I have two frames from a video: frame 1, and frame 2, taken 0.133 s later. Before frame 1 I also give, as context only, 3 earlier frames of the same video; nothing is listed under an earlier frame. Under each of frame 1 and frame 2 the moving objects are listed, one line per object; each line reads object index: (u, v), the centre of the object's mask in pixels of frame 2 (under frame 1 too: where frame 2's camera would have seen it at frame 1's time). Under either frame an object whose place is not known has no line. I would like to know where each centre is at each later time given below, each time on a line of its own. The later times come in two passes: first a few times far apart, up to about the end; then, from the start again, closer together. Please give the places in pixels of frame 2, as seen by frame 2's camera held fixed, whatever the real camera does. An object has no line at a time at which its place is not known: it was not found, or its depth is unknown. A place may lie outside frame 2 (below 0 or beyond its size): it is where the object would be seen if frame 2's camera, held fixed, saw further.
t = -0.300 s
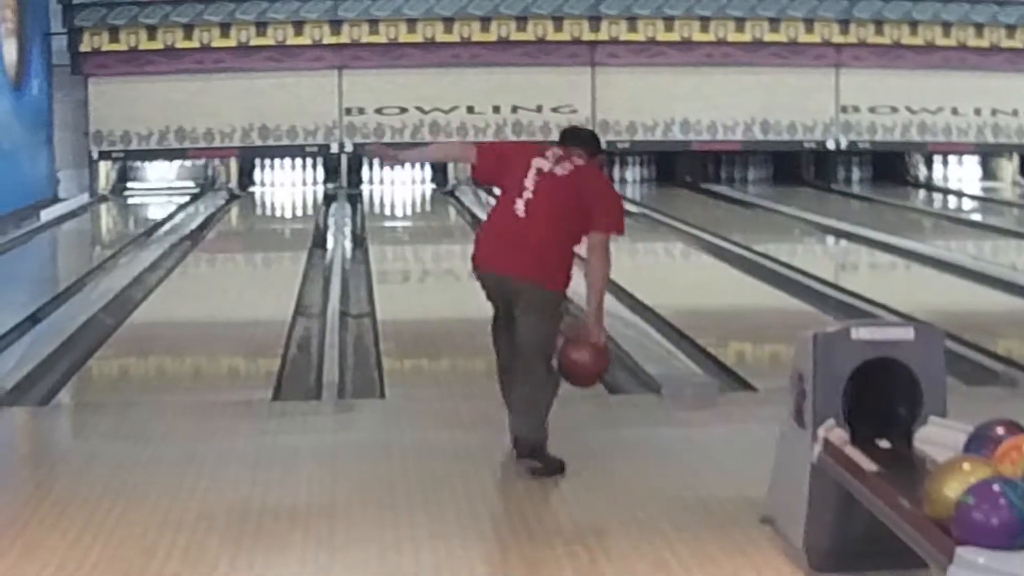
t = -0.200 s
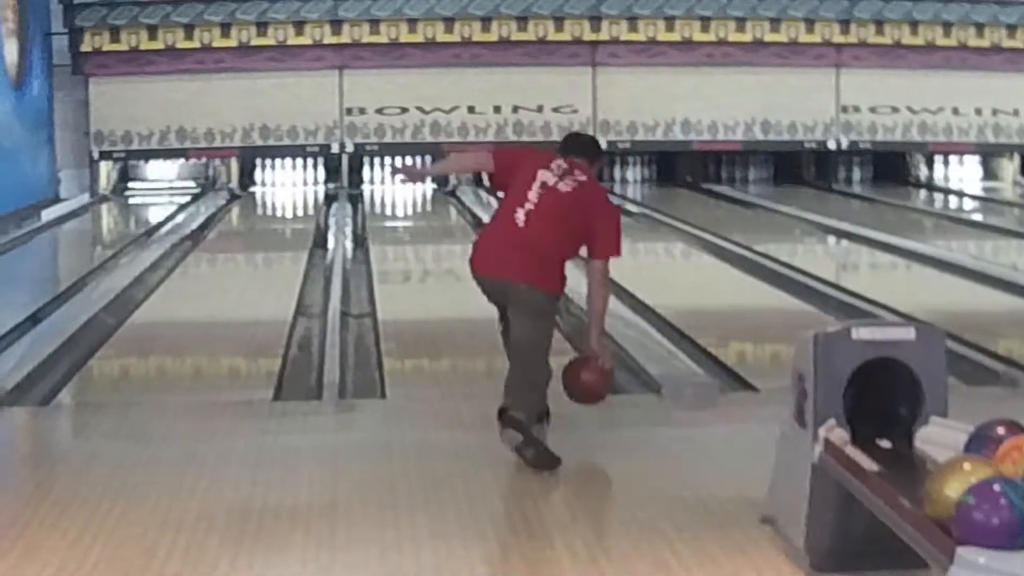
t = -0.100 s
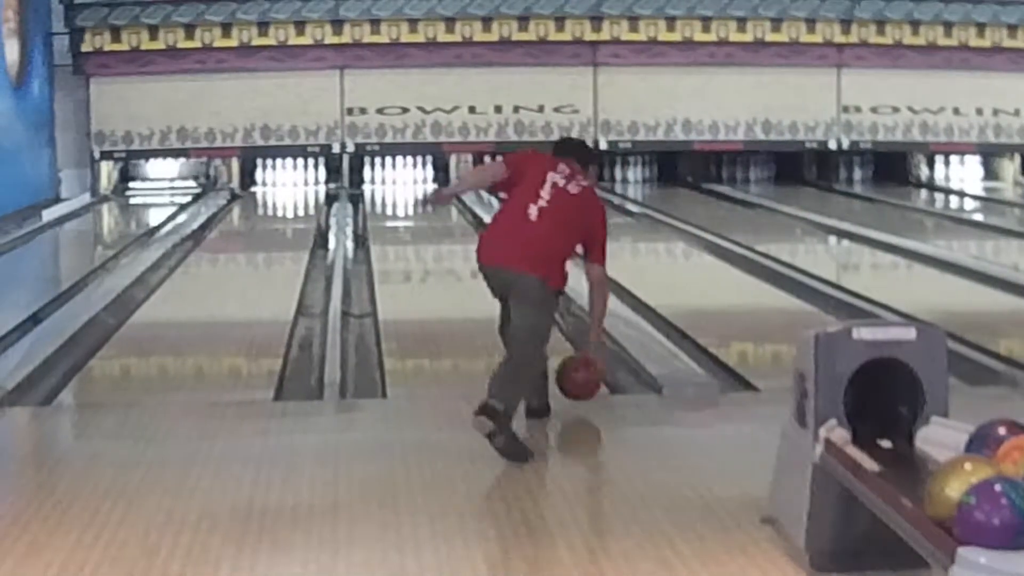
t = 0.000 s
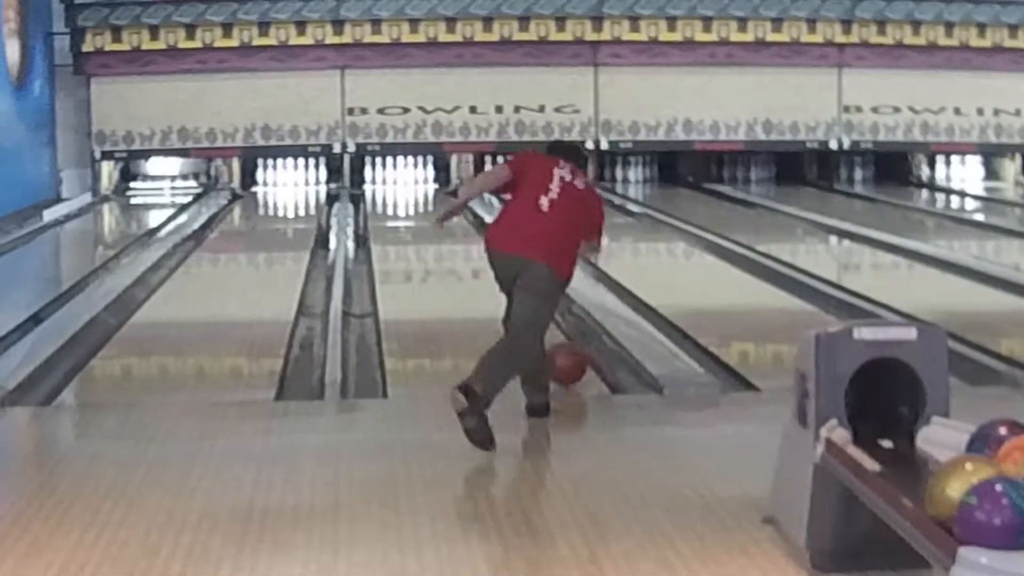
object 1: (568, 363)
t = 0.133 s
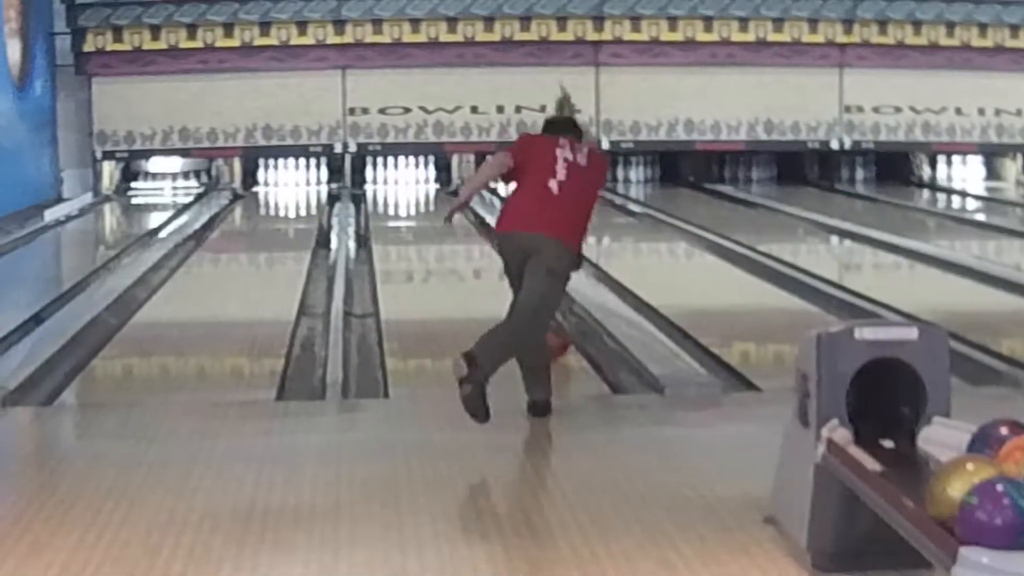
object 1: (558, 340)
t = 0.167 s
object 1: (556, 338)
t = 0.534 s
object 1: (514, 289)
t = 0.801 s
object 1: (497, 266)
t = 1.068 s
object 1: (483, 247)
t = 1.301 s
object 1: (473, 233)
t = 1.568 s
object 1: (463, 221)
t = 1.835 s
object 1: (452, 210)
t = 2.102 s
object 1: (447, 202)
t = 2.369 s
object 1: (438, 194)
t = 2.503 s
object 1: (433, 190)
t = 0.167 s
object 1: (556, 338)
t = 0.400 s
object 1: (522, 303)
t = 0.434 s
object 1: (521, 300)
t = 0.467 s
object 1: (520, 295)
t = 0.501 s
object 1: (517, 292)
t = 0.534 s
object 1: (514, 289)
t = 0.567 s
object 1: (512, 286)
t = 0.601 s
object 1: (510, 282)
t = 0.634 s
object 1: (508, 279)
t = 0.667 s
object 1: (506, 276)
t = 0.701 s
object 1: (504, 273)
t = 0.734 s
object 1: (501, 270)
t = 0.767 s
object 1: (499, 268)
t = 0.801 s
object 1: (497, 266)
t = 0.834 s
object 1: (495, 262)
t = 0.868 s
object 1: (493, 259)
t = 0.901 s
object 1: (491, 257)
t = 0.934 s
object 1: (489, 255)
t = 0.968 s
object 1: (488, 253)
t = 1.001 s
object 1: (486, 250)
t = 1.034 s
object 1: (484, 248)
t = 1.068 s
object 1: (483, 247)
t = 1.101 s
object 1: (482, 245)
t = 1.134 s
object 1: (480, 242)
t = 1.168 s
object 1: (480, 239)
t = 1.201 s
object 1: (477, 237)
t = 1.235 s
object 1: (475, 237)
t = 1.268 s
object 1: (474, 235)
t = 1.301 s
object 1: (473, 233)
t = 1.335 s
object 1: (471, 231)
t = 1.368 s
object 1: (470, 229)
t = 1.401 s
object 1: (469, 229)
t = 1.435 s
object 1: (468, 227)
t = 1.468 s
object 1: (467, 224)
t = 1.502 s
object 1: (465, 223)
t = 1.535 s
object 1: (465, 222)
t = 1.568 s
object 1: (463, 221)
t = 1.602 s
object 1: (462, 220)
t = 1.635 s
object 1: (460, 218)
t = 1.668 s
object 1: (459, 217)
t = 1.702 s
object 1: (457, 217)
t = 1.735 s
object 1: (457, 214)
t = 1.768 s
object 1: (455, 213)
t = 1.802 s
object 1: (454, 211)
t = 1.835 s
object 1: (452, 210)
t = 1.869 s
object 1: (453, 209)
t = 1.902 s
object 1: (451, 208)
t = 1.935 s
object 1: (451, 207)
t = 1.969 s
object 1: (450, 207)
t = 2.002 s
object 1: (450, 205)
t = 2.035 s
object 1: (448, 204)
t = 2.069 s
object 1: (447, 203)
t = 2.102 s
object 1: (447, 202)
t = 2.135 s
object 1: (445, 201)
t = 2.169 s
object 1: (444, 200)
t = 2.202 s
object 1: (445, 199)
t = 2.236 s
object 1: (444, 199)
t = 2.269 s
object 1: (443, 196)
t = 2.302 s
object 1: (441, 196)
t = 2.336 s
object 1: (440, 195)
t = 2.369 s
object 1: (438, 194)
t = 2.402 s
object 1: (438, 194)
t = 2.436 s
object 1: (437, 193)
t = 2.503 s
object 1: (433, 190)
